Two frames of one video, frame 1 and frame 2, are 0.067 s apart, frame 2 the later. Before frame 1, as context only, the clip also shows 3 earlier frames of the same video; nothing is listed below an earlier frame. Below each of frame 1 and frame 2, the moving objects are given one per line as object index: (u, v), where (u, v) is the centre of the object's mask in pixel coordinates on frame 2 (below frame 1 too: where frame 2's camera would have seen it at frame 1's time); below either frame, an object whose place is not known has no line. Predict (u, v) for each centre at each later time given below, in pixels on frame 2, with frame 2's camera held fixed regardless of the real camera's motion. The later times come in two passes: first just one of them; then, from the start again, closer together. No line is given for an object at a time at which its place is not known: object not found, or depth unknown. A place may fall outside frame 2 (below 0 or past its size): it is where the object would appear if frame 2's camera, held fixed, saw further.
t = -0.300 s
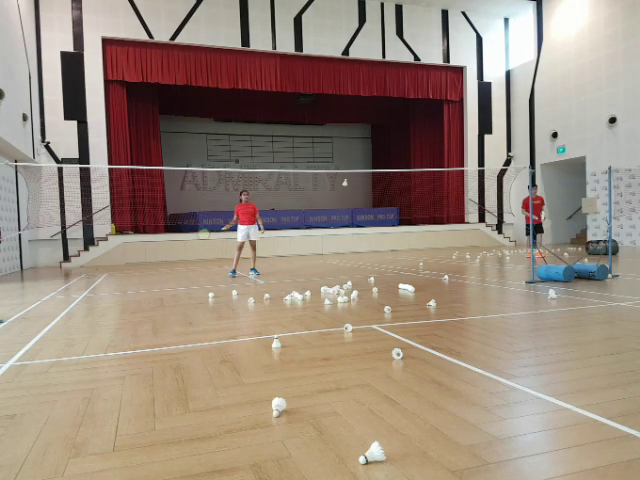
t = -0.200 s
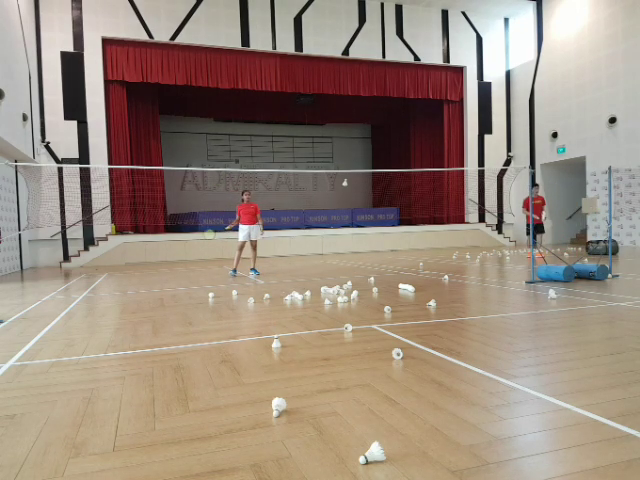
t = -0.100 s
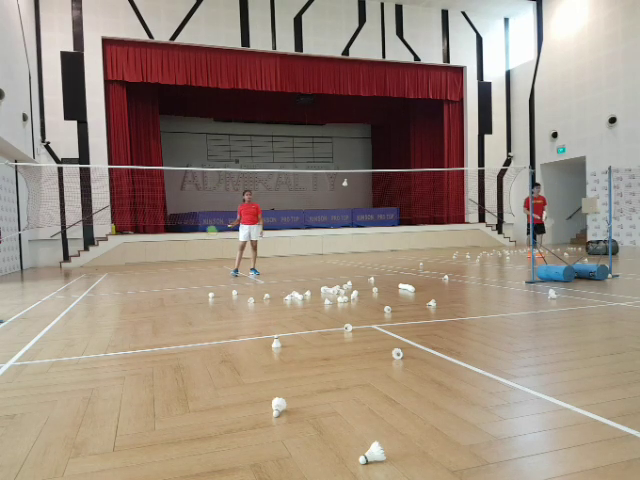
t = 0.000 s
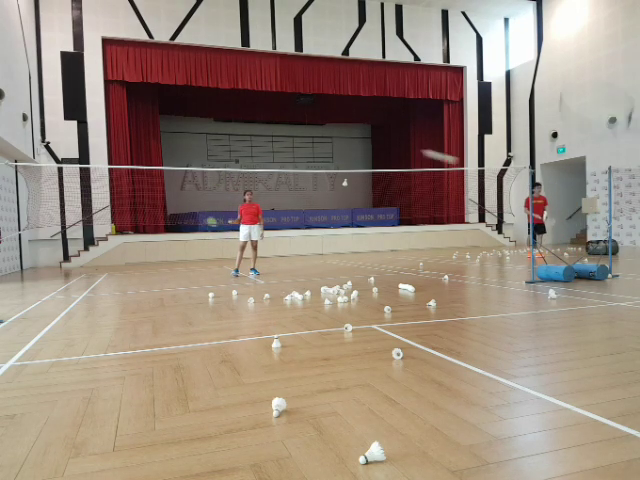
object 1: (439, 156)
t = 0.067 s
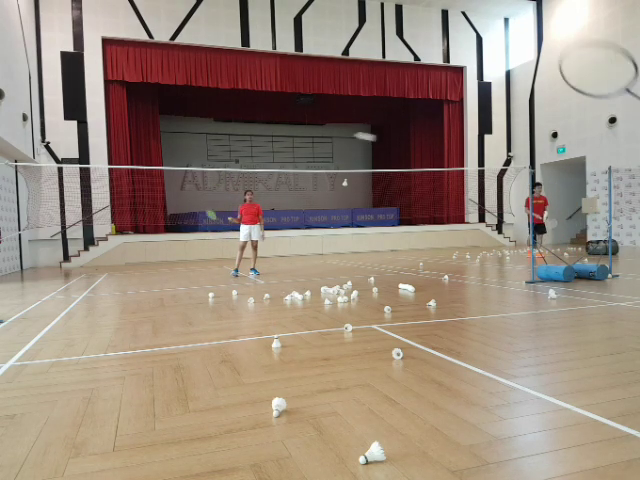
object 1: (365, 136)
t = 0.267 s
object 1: (273, 130)
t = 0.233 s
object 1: (282, 128)
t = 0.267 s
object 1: (273, 130)
